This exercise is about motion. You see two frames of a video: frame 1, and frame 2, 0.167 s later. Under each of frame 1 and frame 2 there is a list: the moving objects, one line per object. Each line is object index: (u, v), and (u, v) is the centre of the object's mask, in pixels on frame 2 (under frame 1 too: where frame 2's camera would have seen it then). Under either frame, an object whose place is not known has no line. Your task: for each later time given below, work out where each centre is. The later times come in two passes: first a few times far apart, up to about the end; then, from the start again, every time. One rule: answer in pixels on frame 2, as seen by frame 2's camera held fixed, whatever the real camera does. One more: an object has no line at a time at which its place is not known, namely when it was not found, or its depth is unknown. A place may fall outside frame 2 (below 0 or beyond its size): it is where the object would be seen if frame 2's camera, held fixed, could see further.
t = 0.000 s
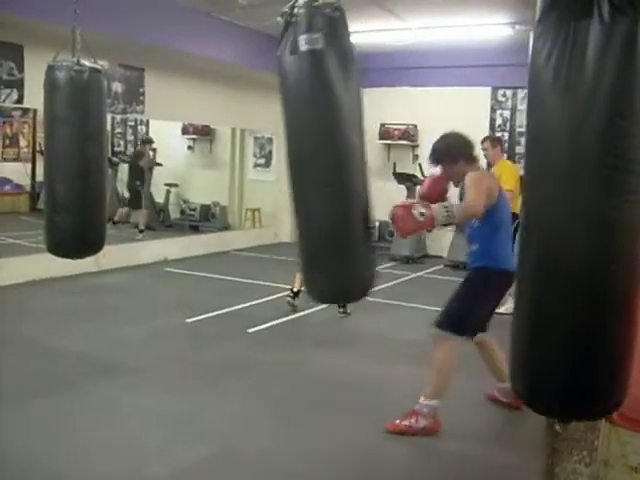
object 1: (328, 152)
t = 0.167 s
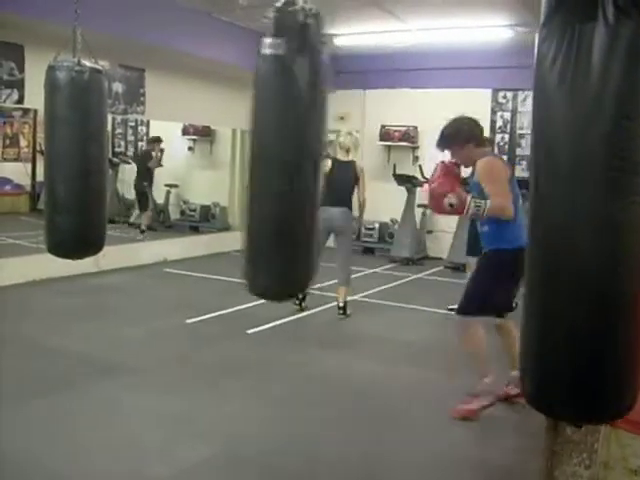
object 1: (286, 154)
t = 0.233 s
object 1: (267, 150)
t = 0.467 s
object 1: (223, 133)
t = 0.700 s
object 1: (203, 129)
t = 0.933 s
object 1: (210, 136)
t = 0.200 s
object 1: (276, 152)
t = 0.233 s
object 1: (267, 150)
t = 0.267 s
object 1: (260, 148)
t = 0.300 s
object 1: (253, 144)
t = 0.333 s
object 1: (246, 140)
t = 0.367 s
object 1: (240, 138)
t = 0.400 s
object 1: (234, 137)
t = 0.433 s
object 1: (228, 135)
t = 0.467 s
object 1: (223, 133)
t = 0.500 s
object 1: (219, 131)
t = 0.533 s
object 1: (215, 130)
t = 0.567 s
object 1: (212, 128)
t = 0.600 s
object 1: (208, 130)
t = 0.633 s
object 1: (206, 129)
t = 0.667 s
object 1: (204, 129)
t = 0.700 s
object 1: (203, 129)
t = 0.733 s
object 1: (202, 129)
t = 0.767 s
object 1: (202, 130)
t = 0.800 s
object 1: (202, 130)
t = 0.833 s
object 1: (203, 131)
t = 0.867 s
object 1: (204, 133)
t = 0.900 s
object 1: (206, 136)
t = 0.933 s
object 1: (210, 136)
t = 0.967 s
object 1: (214, 137)
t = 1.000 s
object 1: (218, 139)
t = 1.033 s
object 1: (223, 140)
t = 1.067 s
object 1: (228, 143)
